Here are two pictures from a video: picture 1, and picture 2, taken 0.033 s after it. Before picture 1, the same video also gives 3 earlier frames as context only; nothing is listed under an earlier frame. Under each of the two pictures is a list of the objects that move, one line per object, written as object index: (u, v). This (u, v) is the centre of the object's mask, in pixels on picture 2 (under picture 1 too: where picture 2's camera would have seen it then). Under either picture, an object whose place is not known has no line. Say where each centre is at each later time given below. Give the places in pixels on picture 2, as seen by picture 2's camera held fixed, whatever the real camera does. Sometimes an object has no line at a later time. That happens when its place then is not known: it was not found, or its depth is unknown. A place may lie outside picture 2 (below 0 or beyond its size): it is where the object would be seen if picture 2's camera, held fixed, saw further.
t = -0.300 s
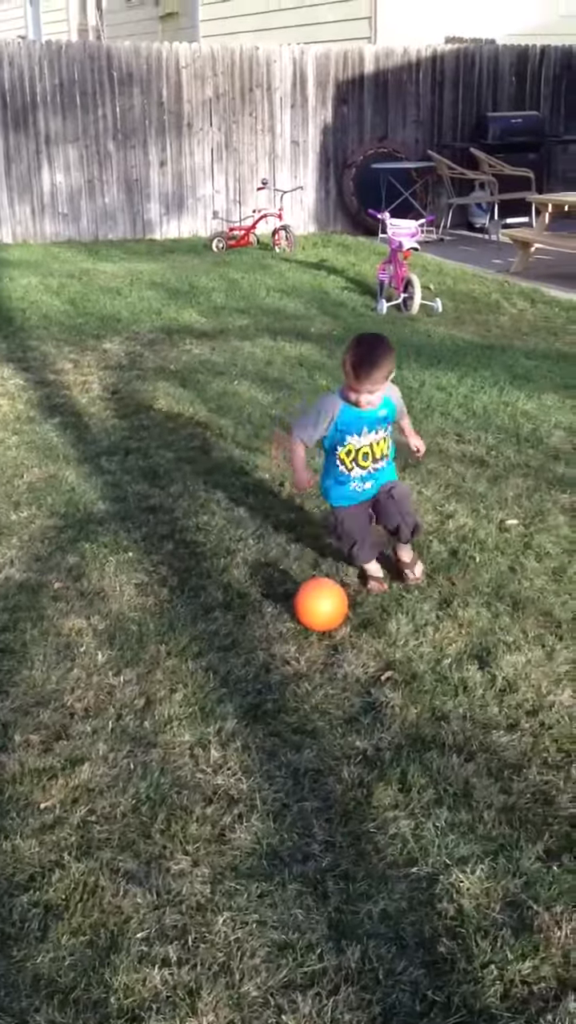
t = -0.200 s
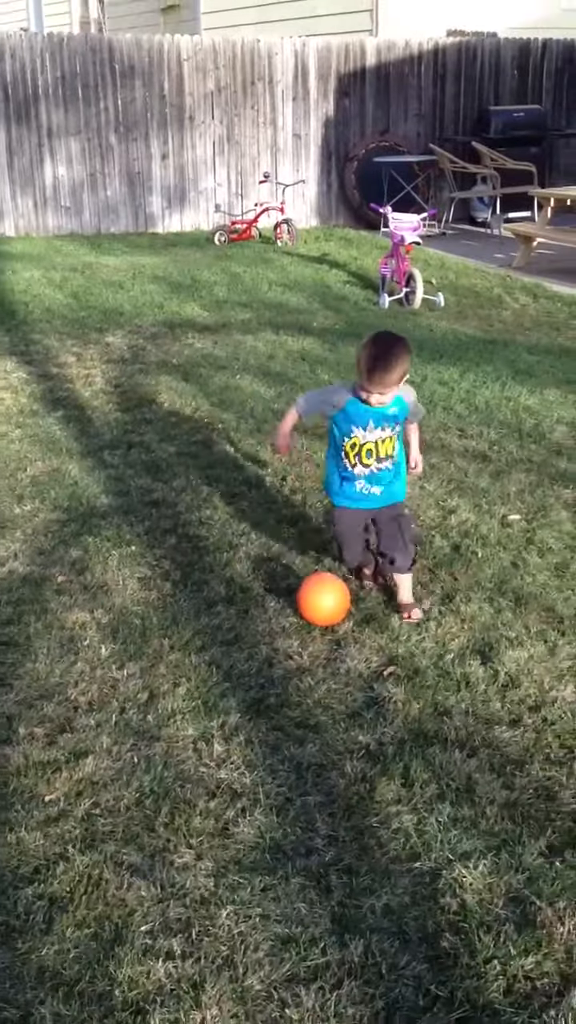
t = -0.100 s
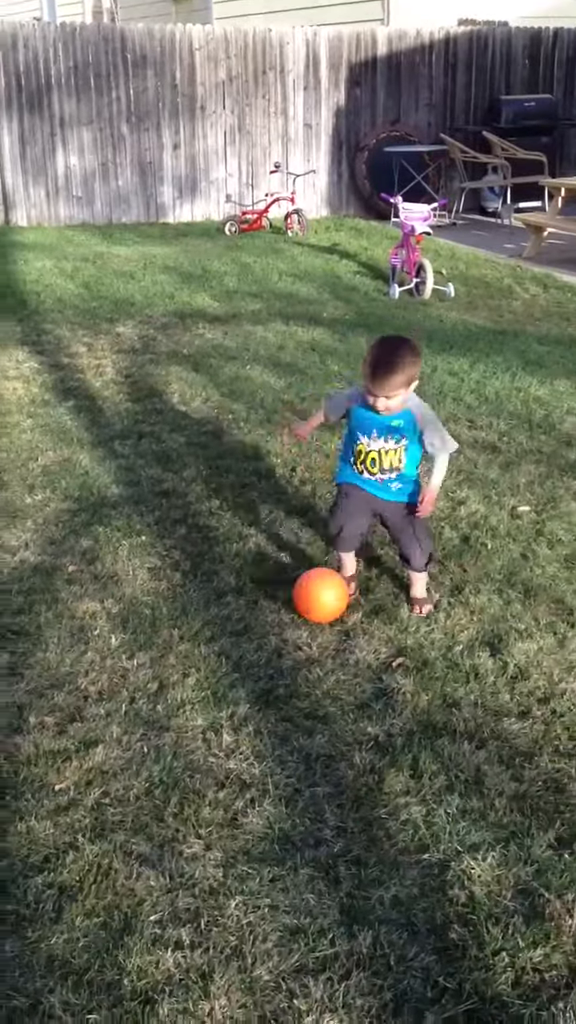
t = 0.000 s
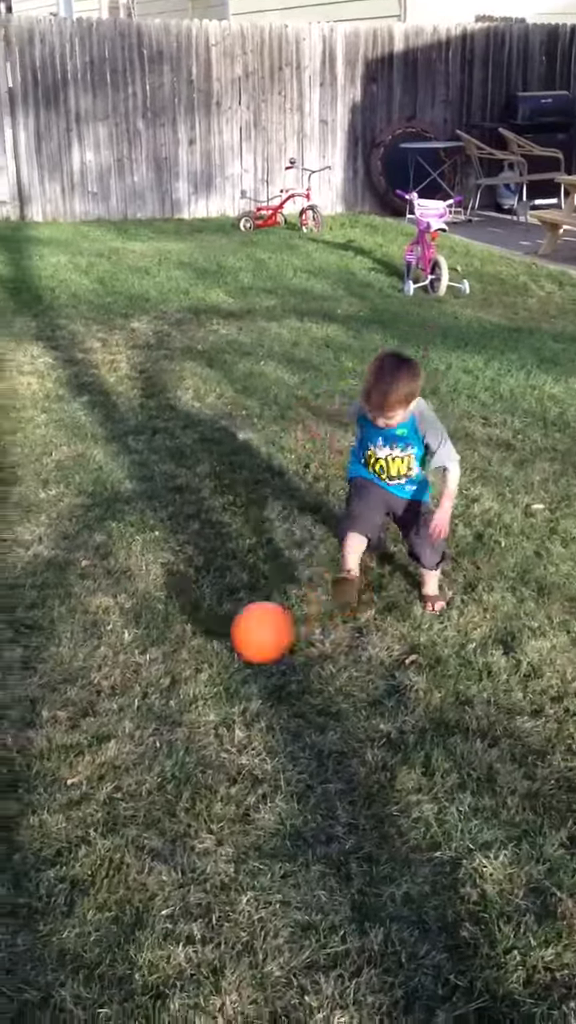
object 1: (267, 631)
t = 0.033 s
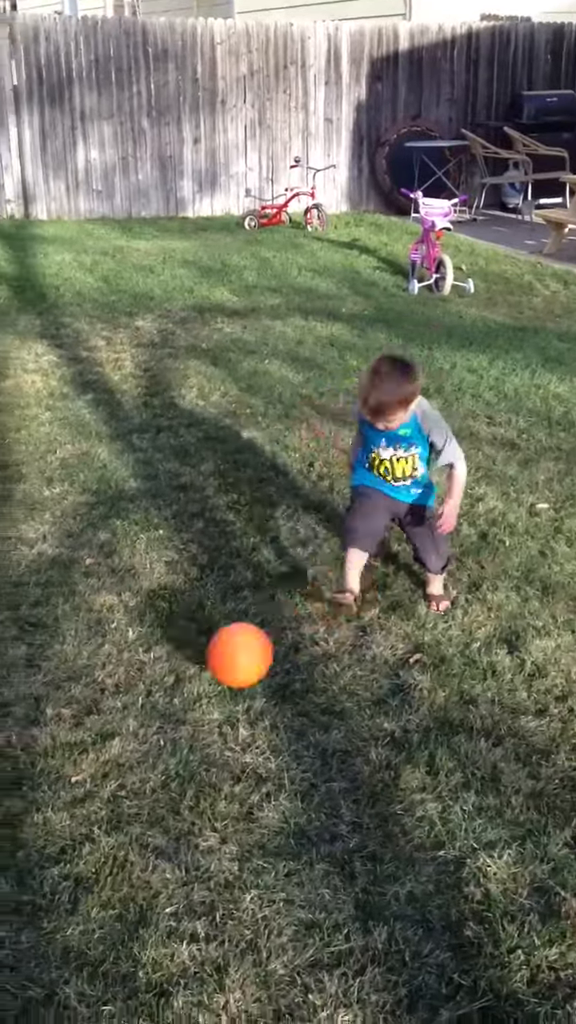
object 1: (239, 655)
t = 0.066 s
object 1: (211, 685)
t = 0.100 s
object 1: (180, 724)
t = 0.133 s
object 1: (148, 766)
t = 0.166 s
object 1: (123, 787)
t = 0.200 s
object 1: (102, 799)
